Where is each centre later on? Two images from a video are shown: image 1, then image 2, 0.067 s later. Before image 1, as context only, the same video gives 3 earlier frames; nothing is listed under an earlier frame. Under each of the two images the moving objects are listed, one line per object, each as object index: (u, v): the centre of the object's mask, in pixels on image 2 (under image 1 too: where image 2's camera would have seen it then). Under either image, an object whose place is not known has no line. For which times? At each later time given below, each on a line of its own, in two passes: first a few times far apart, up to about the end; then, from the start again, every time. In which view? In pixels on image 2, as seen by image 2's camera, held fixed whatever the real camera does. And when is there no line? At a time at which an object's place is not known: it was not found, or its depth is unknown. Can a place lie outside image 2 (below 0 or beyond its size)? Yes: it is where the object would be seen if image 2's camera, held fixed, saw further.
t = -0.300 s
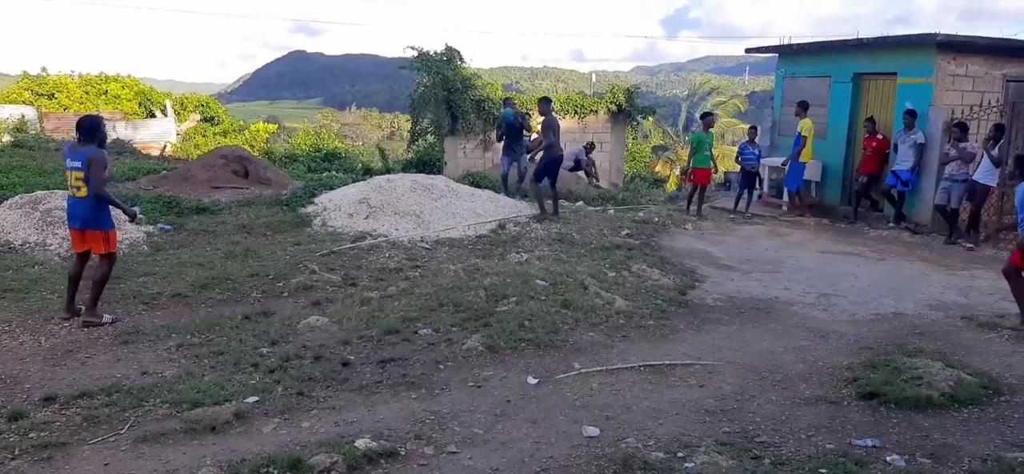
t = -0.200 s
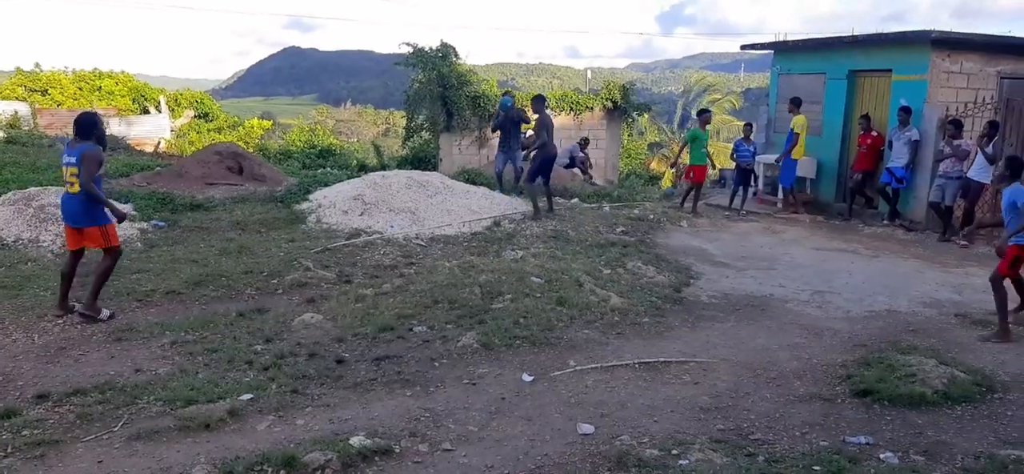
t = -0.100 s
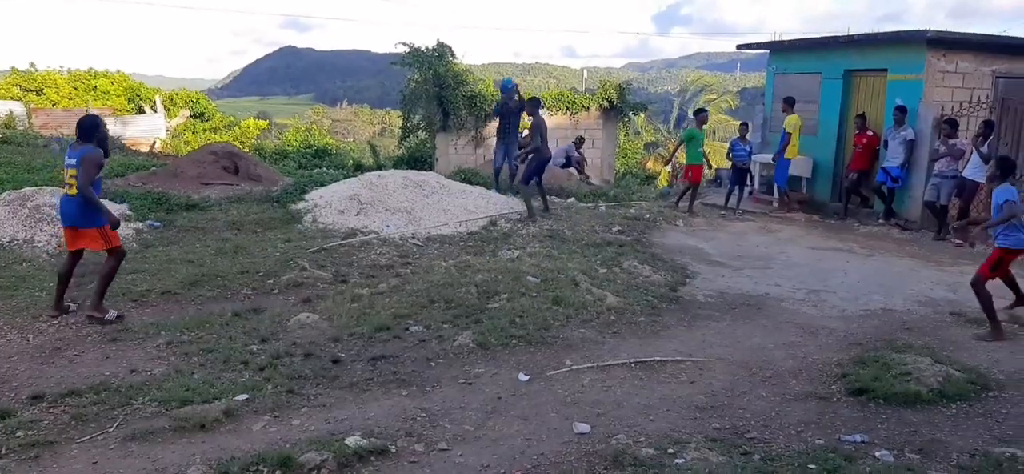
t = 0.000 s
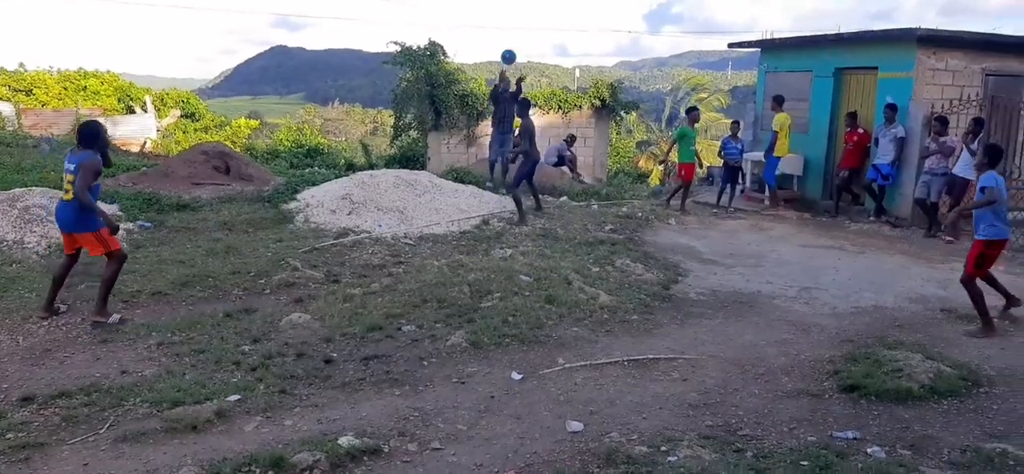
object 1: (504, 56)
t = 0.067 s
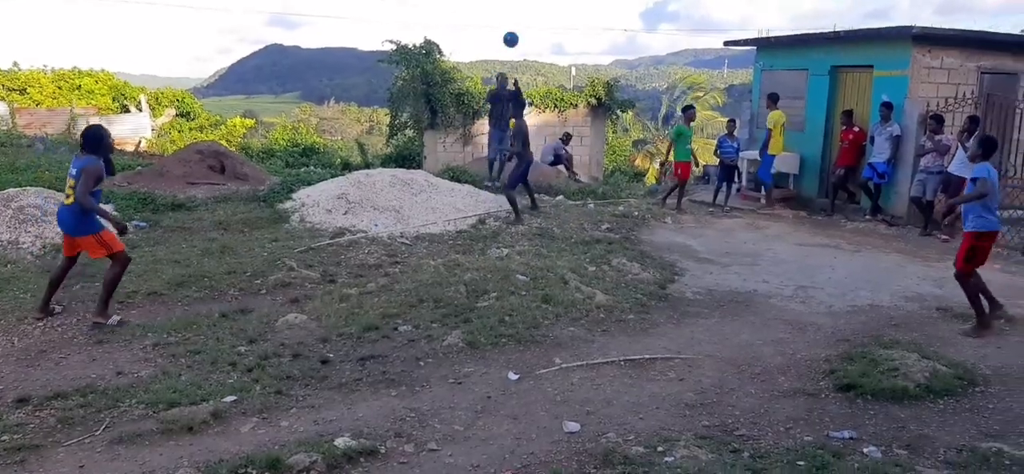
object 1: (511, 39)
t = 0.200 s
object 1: (525, 14)
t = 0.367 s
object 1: (539, 5)
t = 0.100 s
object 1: (514, 32)
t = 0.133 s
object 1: (518, 26)
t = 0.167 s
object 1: (521, 20)
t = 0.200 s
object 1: (525, 14)
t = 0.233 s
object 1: (529, 11)
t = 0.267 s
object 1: (532, 9)
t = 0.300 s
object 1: (535, 6)
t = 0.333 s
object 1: (537, 5)
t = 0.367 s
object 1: (539, 5)
